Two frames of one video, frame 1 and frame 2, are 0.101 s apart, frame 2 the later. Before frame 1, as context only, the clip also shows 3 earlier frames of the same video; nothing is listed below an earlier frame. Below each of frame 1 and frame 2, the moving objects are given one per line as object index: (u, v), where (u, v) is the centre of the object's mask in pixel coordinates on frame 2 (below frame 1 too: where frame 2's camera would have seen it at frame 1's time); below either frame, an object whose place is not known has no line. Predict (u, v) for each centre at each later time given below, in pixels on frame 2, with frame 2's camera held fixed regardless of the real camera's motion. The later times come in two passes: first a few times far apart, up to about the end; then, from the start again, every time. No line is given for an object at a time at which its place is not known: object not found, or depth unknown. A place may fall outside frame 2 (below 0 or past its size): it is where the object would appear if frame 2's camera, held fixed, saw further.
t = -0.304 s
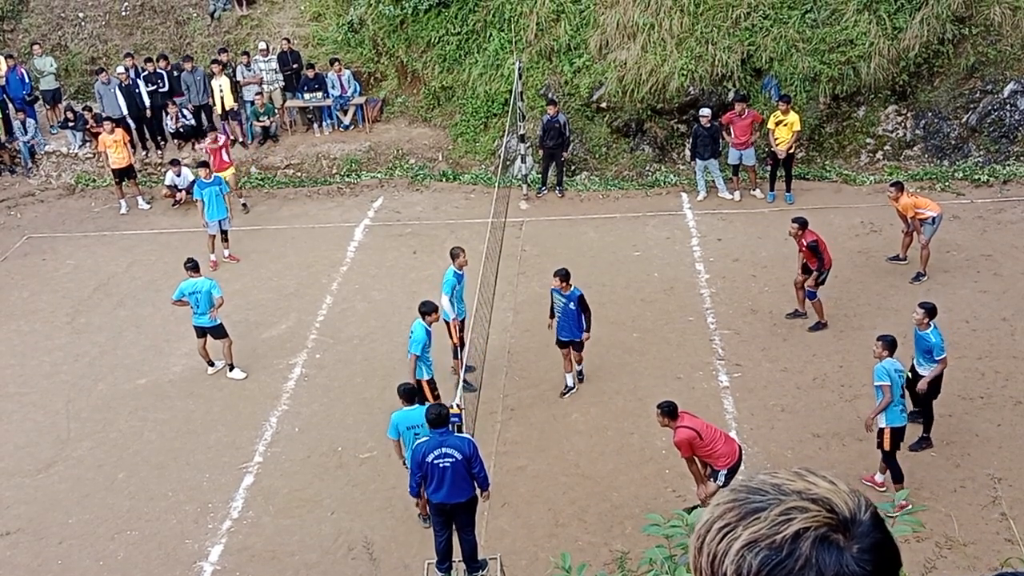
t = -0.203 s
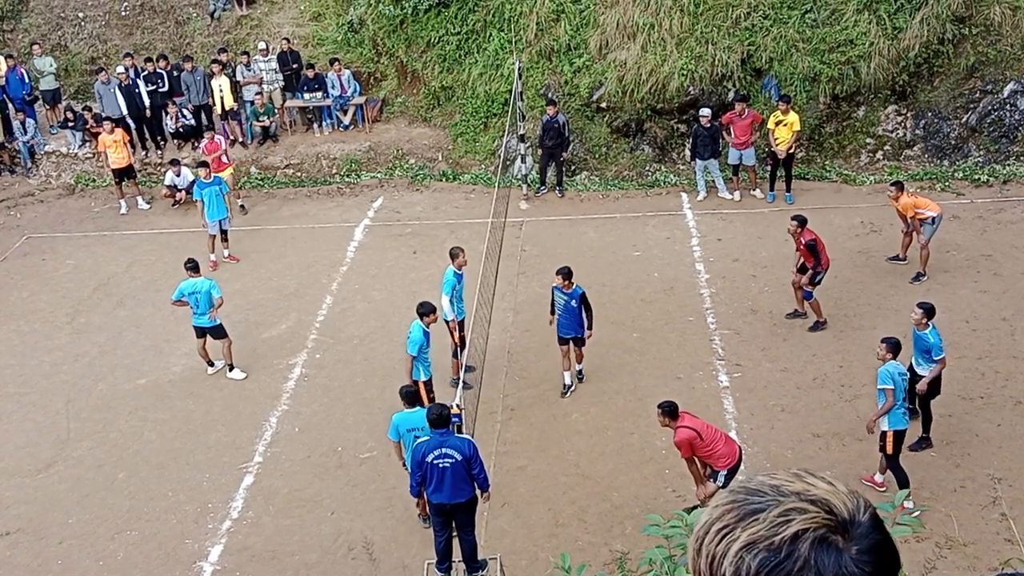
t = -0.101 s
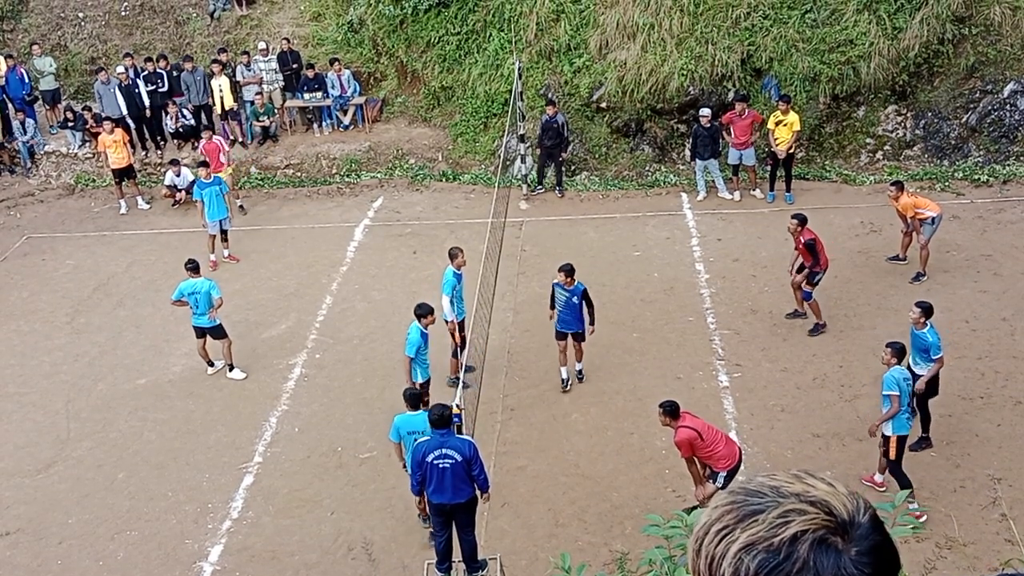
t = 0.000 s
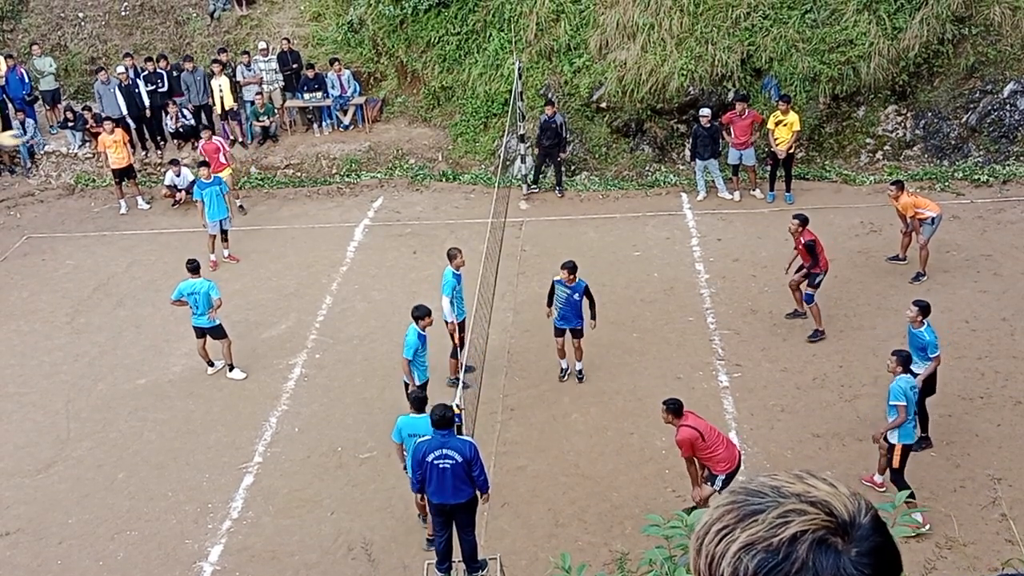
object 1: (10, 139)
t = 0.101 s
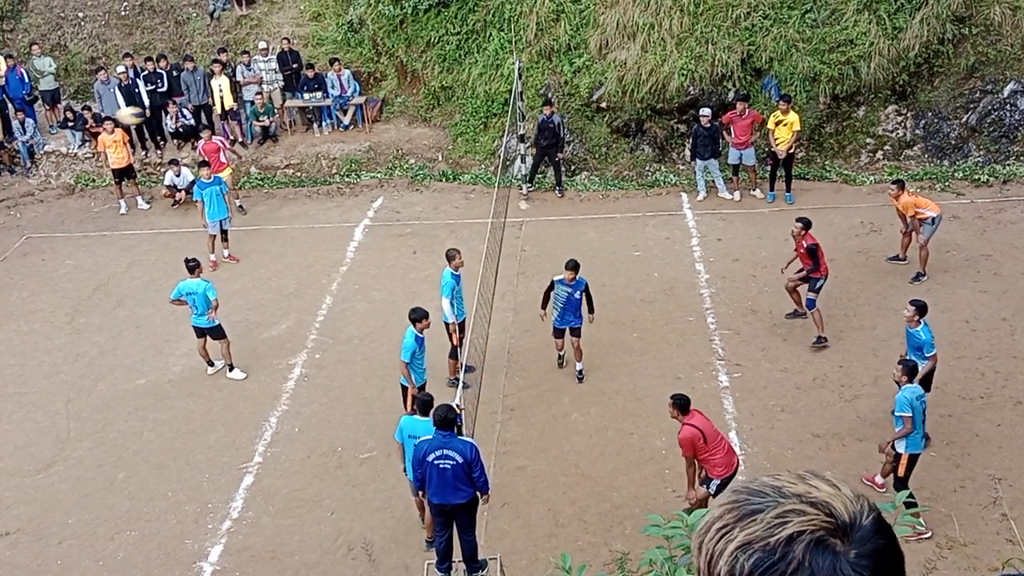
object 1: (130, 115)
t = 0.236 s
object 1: (286, 103)
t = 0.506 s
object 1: (581, 128)
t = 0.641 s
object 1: (714, 160)
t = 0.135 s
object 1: (168, 110)
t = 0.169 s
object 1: (207, 107)
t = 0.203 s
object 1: (248, 104)
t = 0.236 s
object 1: (286, 103)
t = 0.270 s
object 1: (326, 102)
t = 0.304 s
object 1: (365, 102)
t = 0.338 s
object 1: (402, 105)
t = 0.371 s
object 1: (439, 108)
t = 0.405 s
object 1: (475, 112)
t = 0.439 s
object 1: (512, 116)
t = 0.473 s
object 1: (548, 121)
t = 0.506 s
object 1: (581, 128)
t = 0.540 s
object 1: (616, 135)
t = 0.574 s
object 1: (649, 143)
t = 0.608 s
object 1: (682, 152)
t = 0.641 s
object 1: (714, 160)
